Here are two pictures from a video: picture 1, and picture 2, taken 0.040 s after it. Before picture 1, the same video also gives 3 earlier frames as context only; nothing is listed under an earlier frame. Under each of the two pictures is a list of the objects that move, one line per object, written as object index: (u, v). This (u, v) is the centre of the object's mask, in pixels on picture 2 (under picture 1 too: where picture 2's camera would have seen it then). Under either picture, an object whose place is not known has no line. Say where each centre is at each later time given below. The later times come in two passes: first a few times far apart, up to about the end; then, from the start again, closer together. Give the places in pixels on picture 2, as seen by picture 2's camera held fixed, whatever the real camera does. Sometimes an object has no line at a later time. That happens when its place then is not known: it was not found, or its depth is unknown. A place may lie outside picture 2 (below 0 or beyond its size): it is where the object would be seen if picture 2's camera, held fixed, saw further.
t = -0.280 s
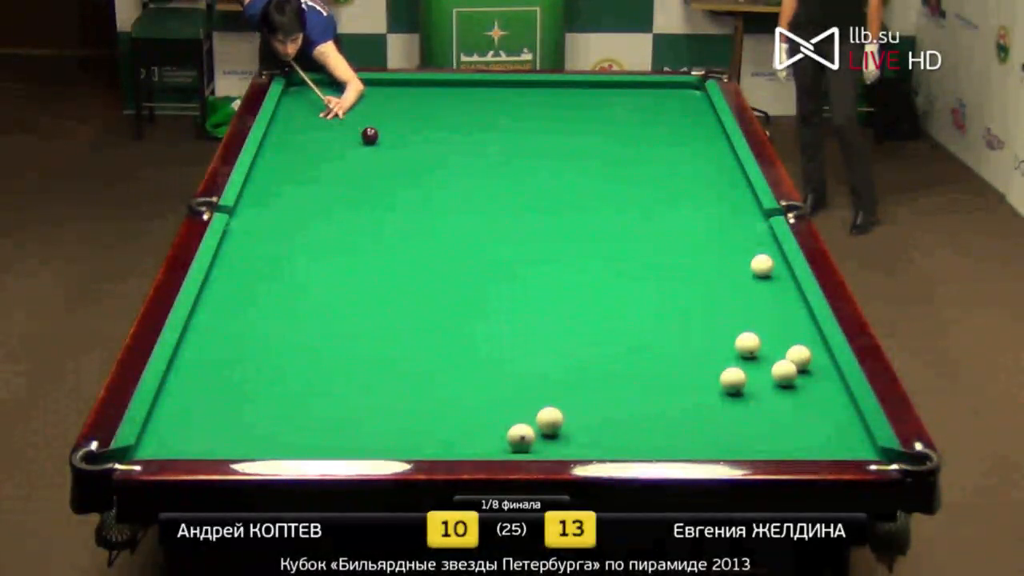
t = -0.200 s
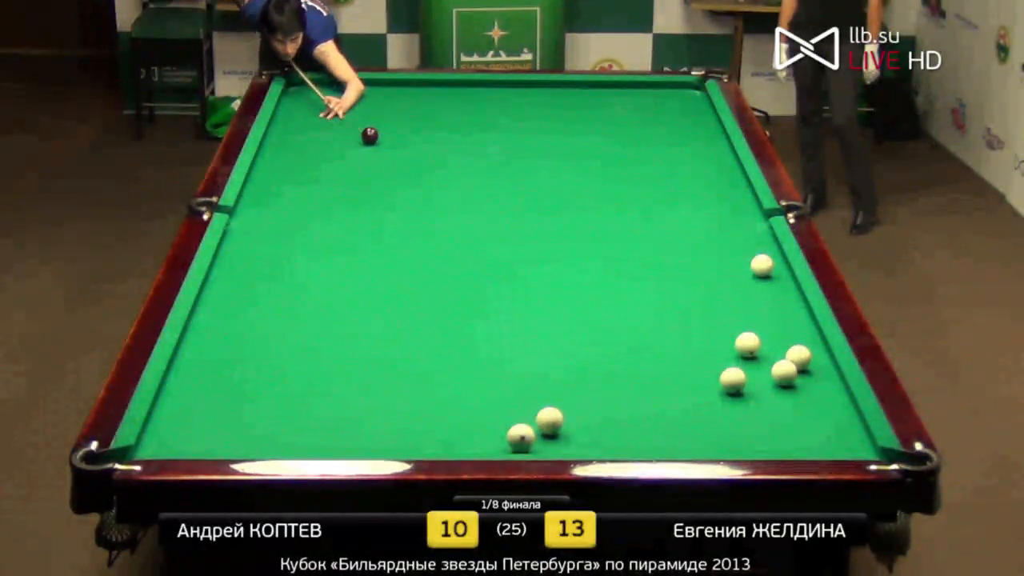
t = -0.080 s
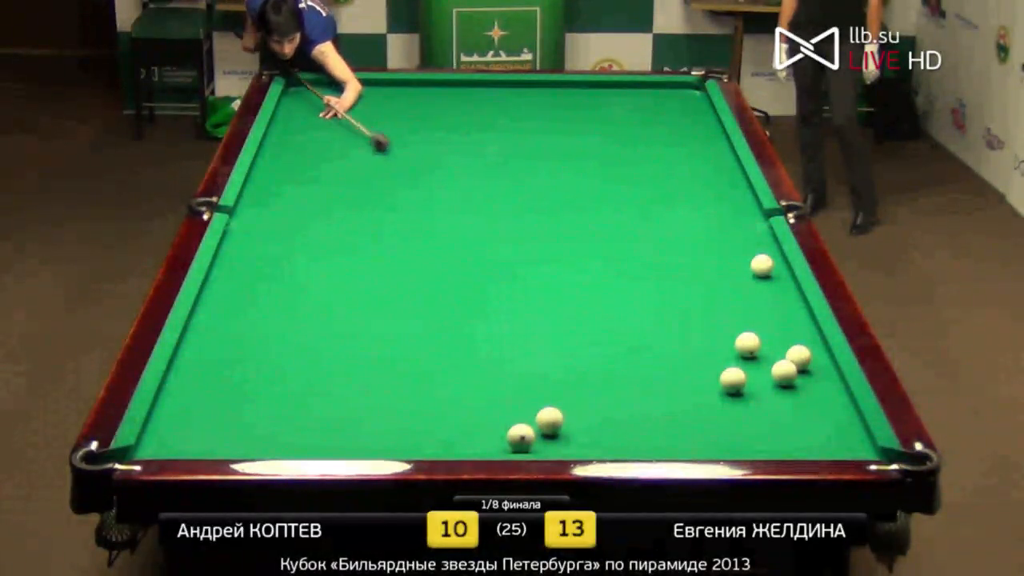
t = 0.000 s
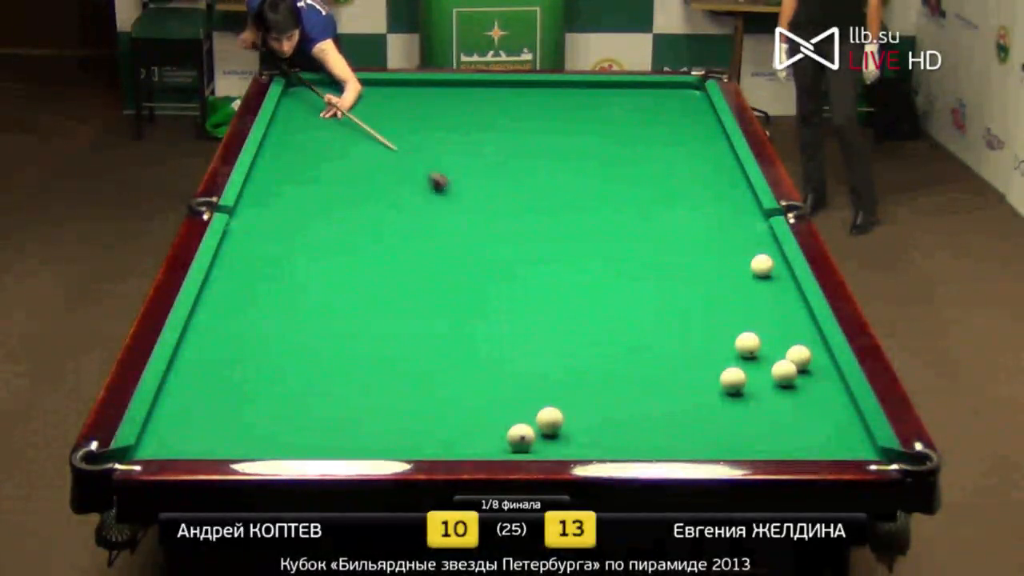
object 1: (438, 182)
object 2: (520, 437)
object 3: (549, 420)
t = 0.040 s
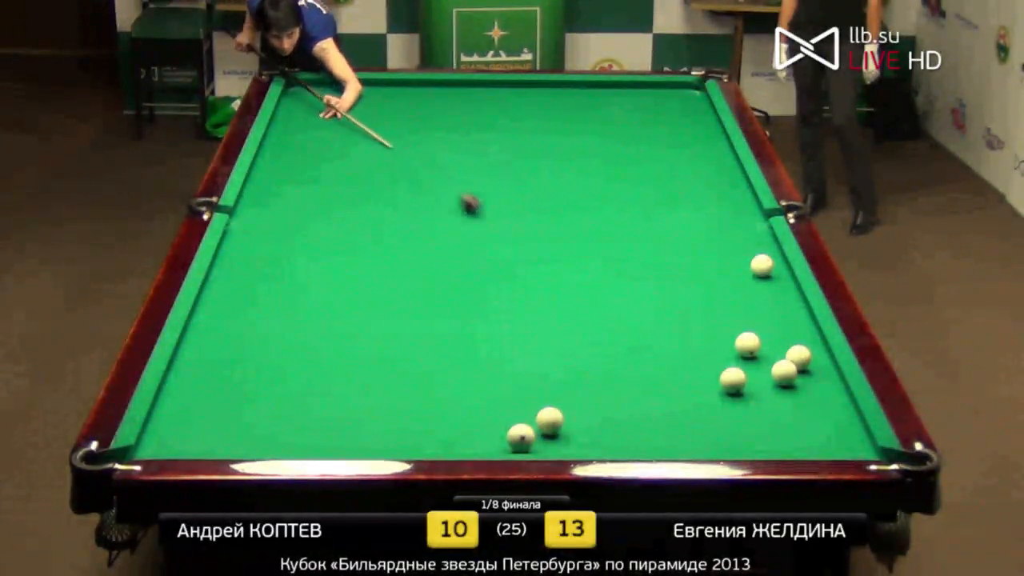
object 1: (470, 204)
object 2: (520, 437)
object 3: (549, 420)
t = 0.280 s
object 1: (708, 367)
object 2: (520, 437)
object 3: (549, 420)
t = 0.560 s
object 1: (676, 397)
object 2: (520, 437)
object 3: (549, 420)
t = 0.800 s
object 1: (645, 418)
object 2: (521, 437)
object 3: (549, 420)
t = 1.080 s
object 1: (606, 440)
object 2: (521, 437)
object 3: (549, 420)
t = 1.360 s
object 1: (570, 442)
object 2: (520, 437)
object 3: (549, 420)
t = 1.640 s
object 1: (544, 434)
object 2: (515, 438)
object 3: (551, 415)
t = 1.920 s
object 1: (531, 430)
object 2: (501, 438)
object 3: (550, 411)
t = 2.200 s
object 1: (521, 427)
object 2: (489, 439)
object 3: (550, 404)
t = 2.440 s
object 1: (514, 424)
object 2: (480, 439)
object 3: (551, 399)
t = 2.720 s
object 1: (507, 422)
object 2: (472, 439)
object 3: (551, 394)
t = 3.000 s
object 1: (501, 421)
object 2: (465, 439)
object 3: (550, 390)
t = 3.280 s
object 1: (498, 420)
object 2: (461, 438)
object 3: (548, 386)
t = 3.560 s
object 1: (497, 420)
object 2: (459, 438)
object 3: (547, 384)
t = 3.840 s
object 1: (497, 419)
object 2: (459, 438)
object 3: (546, 382)
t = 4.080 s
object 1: (497, 420)
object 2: (459, 438)
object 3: (546, 382)
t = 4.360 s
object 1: (496, 419)
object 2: (459, 438)
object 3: (547, 382)
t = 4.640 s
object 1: (497, 419)
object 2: (459, 438)
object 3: (547, 382)
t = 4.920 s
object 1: (497, 420)
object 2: (459, 438)
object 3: (547, 382)
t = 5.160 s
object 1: (497, 419)
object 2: (459, 438)
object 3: (547, 382)
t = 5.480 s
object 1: (497, 420)
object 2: (459, 438)
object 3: (547, 382)
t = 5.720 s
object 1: (497, 420)
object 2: (459, 438)
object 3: (547, 382)
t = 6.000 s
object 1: (497, 419)
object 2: (459, 438)
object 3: (547, 382)
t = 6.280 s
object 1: (496, 420)
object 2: (459, 438)
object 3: (547, 382)
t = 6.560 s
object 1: (496, 420)
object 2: (459, 438)
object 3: (547, 382)
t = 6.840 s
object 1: (497, 420)
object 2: (459, 438)
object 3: (547, 382)
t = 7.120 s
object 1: (497, 420)
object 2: (459, 438)
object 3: (547, 382)
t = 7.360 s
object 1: (496, 420)
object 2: (459, 438)
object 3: (547, 382)
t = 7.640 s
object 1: (496, 420)
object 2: (460, 438)
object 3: (547, 382)
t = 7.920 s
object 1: (497, 420)
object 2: (459, 438)
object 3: (547, 382)
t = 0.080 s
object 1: (503, 227)
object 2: (520, 437)
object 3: (549, 420)
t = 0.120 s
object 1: (539, 252)
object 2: (520, 437)
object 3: (549, 420)
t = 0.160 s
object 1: (577, 278)
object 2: (520, 437)
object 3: (549, 420)
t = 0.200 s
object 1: (618, 307)
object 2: (520, 437)
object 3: (549, 420)
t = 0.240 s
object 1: (662, 337)
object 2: (520, 437)
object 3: (549, 420)
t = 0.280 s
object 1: (708, 367)
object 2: (520, 437)
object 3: (549, 420)
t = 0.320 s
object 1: (709, 376)
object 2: (520, 437)
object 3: (549, 420)
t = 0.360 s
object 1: (702, 380)
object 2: (520, 437)
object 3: (549, 420)
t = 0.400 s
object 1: (697, 384)
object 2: (520, 437)
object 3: (549, 420)
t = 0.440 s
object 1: (692, 387)
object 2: (521, 437)
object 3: (550, 420)
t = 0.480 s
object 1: (686, 391)
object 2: (520, 437)
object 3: (549, 420)
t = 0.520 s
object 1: (681, 393)
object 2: (520, 437)
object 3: (549, 420)
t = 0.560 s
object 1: (676, 397)
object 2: (520, 437)
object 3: (549, 420)
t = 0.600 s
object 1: (671, 401)
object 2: (520, 437)
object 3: (549, 420)
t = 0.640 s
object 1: (666, 404)
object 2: (520, 437)
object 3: (549, 420)
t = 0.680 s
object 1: (660, 407)
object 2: (520, 437)
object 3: (549, 420)
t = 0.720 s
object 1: (655, 411)
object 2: (521, 437)
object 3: (549, 420)
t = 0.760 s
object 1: (650, 414)
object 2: (521, 437)
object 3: (549, 420)
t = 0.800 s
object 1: (645, 418)
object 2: (521, 437)
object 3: (549, 420)
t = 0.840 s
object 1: (639, 421)
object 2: (521, 437)
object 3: (549, 420)
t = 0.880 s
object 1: (634, 424)
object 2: (521, 437)
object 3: (549, 420)
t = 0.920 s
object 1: (628, 428)
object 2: (521, 437)
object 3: (549, 420)
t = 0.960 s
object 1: (623, 431)
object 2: (521, 437)
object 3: (549, 420)
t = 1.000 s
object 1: (618, 435)
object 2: (521, 437)
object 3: (549, 420)
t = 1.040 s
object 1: (612, 438)
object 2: (520, 437)
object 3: (549, 420)
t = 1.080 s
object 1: (606, 440)
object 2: (521, 437)
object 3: (549, 420)
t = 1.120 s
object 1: (601, 442)
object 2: (520, 437)
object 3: (549, 420)
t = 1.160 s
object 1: (596, 444)
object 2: (520, 437)
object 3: (549, 420)
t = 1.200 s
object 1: (590, 446)
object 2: (520, 437)
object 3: (549, 420)
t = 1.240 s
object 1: (584, 446)
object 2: (520, 437)
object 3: (549, 420)
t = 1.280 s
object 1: (579, 445)
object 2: (520, 437)
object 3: (549, 420)
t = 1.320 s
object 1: (574, 443)
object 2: (520, 437)
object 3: (549, 420)
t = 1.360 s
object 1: (570, 442)
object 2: (520, 437)
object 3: (549, 420)
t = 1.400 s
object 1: (565, 441)
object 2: (520, 437)
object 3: (549, 420)
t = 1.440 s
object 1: (560, 440)
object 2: (521, 437)
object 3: (549, 419)
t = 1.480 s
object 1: (555, 439)
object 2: (520, 437)
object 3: (549, 417)
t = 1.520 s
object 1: (550, 438)
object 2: (521, 437)
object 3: (549, 416)
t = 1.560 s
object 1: (548, 437)
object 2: (519, 437)
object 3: (550, 416)
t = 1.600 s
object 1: (546, 435)
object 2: (517, 438)
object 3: (550, 415)
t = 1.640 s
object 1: (544, 434)
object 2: (515, 438)
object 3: (551, 415)
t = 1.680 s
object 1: (541, 434)
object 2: (512, 438)
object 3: (551, 415)
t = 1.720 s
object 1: (539, 433)
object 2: (510, 438)
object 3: (551, 414)
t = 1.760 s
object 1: (538, 433)
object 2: (508, 438)
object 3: (551, 414)
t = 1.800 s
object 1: (536, 432)
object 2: (507, 438)
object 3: (551, 413)
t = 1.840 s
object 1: (534, 431)
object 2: (505, 438)
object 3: (550, 413)
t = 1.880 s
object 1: (533, 431)
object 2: (503, 438)
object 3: (550, 412)
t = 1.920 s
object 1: (531, 430)
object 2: (501, 438)
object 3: (550, 411)
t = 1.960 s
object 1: (530, 430)
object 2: (499, 438)
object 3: (550, 410)
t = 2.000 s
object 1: (528, 429)
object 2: (497, 438)
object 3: (550, 409)
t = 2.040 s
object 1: (527, 429)
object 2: (495, 439)
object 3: (550, 408)
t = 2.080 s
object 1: (525, 428)
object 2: (494, 438)
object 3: (550, 407)
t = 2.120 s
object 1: (524, 428)
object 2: (492, 439)
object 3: (550, 406)
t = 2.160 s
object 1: (522, 427)
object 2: (490, 439)
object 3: (550, 405)
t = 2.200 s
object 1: (521, 427)
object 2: (489, 439)
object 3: (550, 404)
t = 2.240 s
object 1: (520, 426)
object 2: (487, 439)
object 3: (550, 403)
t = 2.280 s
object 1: (519, 426)
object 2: (486, 439)
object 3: (551, 403)
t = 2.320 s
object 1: (517, 426)
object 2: (484, 439)
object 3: (551, 402)
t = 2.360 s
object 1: (516, 425)
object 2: (483, 439)
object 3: (551, 401)
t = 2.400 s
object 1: (515, 425)
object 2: (481, 439)
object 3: (551, 400)
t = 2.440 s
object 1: (514, 424)
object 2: (480, 439)
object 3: (551, 399)
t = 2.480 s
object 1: (513, 424)
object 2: (478, 439)
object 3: (551, 398)
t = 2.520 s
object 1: (512, 424)
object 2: (477, 439)
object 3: (551, 398)
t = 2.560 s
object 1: (511, 423)
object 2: (476, 439)
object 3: (551, 397)
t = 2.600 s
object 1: (510, 423)
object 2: (475, 439)
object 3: (551, 396)
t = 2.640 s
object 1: (509, 423)
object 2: (474, 439)
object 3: (551, 396)
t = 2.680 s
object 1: (508, 423)
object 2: (473, 439)
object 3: (551, 395)
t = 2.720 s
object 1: (507, 422)
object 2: (472, 439)
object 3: (551, 394)
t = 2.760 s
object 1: (506, 422)
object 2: (470, 439)
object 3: (550, 394)
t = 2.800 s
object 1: (505, 422)
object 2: (470, 439)
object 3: (550, 393)
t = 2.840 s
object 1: (504, 422)
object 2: (469, 438)
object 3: (550, 391)
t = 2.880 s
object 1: (504, 421)
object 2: (467, 439)
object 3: (550, 392)
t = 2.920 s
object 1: (503, 421)
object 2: (467, 439)
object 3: (550, 391)
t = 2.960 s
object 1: (502, 421)
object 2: (466, 439)
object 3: (550, 391)
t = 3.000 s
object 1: (501, 421)
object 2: (465, 439)
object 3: (550, 390)
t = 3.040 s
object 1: (501, 421)
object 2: (465, 438)
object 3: (549, 390)
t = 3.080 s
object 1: (500, 421)
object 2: (464, 438)
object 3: (549, 389)
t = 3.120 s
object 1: (500, 421)
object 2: (463, 439)
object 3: (549, 389)
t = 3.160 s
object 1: (499, 420)
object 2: (463, 438)
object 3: (549, 388)
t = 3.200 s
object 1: (499, 420)
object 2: (462, 438)
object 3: (548, 388)
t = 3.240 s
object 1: (498, 420)
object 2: (462, 438)
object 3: (548, 387)
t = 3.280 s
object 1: (498, 420)
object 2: (461, 438)
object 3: (548, 386)
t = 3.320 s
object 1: (498, 420)
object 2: (461, 438)
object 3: (548, 386)
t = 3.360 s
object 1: (498, 420)
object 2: (461, 438)
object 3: (548, 386)
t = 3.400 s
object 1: (497, 420)
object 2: (460, 438)
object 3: (548, 385)
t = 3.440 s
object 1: (497, 420)
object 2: (460, 438)
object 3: (548, 385)
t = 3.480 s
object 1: (497, 420)
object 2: (460, 438)
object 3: (547, 385)
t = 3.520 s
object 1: (497, 420)
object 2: (460, 438)
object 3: (547, 384)
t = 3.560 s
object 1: (497, 420)
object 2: (459, 438)
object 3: (547, 384)
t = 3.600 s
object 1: (496, 419)
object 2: (459, 438)
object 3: (547, 384)
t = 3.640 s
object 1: (496, 419)
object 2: (459, 438)
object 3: (547, 384)
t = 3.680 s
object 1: (497, 419)
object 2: (459, 438)
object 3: (547, 383)
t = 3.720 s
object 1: (496, 419)
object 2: (459, 438)
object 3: (547, 383)
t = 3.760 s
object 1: (497, 419)
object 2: (459, 438)
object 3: (546, 383)
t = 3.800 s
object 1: (496, 419)
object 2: (459, 438)
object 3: (546, 383)
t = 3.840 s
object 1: (497, 419)
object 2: (459, 438)
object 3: (546, 382)
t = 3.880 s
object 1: (496, 419)
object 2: (459, 438)
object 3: (546, 382)
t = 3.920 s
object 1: (497, 420)
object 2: (459, 438)
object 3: (546, 382)
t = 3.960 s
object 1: (497, 419)
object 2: (459, 438)
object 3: (546, 383)
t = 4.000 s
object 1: (497, 420)
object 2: (459, 438)
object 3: (546, 382)
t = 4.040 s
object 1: (497, 419)
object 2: (459, 438)
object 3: (546, 382)
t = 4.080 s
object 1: (497, 420)
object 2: (459, 438)
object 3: (546, 382)
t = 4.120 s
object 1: (497, 420)
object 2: (459, 438)
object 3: (546, 382)
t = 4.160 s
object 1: (497, 419)
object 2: (459, 438)
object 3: (546, 382)
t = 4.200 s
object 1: (497, 419)
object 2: (459, 438)
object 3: (547, 382)
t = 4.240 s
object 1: (497, 419)
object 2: (459, 438)
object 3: (547, 382)
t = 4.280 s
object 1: (497, 419)
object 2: (459, 438)
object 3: (547, 382)
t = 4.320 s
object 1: (497, 419)
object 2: (459, 438)
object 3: (547, 382)
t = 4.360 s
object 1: (496, 419)
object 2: (459, 438)
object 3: (547, 382)
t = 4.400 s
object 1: (497, 419)
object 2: (459, 438)
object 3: (547, 382)
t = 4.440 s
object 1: (497, 420)
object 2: (459, 438)
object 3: (547, 382)
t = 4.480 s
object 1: (497, 419)
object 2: (459, 438)
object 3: (547, 382)
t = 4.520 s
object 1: (497, 420)
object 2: (459, 438)
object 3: (547, 382)
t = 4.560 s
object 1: (497, 420)
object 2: (459, 438)
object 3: (547, 382)
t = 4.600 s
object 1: (497, 420)
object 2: (459, 438)
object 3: (547, 382)
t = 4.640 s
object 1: (497, 419)
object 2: (459, 438)
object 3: (547, 382)
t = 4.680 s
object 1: (497, 419)
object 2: (459, 438)
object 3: (547, 382)
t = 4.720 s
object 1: (497, 420)
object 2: (459, 438)
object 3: (547, 382)
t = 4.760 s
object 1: (497, 419)
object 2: (459, 438)
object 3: (547, 382)
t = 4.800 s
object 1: (497, 419)
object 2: (459, 438)
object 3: (547, 382)
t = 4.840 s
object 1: (497, 420)
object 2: (459, 438)
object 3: (547, 382)
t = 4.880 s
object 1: (497, 419)
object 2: (459, 438)
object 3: (547, 382)
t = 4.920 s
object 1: (497, 420)
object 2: (459, 438)
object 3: (547, 382)
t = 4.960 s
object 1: (497, 420)
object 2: (459, 438)
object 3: (547, 382)
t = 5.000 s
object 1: (497, 419)
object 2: (459, 438)
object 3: (547, 382)
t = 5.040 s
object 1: (497, 420)
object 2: (459, 438)
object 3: (547, 382)
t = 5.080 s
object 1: (497, 420)
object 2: (459, 438)
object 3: (547, 382)
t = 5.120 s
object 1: (497, 419)
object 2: (459, 438)
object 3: (547, 382)
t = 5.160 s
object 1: (497, 419)
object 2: (459, 438)
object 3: (547, 382)
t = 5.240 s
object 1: (497, 420)
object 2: (460, 438)
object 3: (547, 382)
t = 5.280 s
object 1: (497, 420)
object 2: (459, 438)
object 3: (547, 382)
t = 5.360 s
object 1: (497, 420)
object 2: (459, 438)
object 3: (547, 382)
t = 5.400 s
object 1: (496, 420)
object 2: (459, 438)
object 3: (547, 382)
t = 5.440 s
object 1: (497, 420)
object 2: (459, 438)
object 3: (547, 382)
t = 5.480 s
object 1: (497, 420)
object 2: (459, 438)
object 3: (547, 382)
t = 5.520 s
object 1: (497, 420)
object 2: (459, 438)
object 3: (547, 382)
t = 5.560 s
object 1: (497, 420)
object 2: (459, 438)
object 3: (547, 382)
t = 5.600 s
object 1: (497, 420)
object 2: (459, 438)
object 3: (547, 382)
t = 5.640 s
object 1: (497, 419)
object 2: (459, 438)
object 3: (547, 382)
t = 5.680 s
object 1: (497, 420)
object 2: (459, 438)
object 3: (547, 382)
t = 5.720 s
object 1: (497, 420)
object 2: (459, 438)
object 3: (547, 382)
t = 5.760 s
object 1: (497, 419)
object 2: (459, 438)
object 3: (547, 382)
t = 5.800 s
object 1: (496, 419)
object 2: (459, 438)
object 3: (547, 382)
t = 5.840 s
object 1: (496, 419)
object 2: (459, 438)
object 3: (547, 382)
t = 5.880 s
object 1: (497, 419)
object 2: (459, 438)
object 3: (547, 382)
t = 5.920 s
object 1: (496, 420)
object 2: (459, 438)
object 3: (547, 382)
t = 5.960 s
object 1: (497, 419)
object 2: (459, 438)
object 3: (547, 382)
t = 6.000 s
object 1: (497, 419)
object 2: (459, 438)
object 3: (547, 382)
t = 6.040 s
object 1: (496, 420)
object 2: (459, 438)
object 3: (547, 382)
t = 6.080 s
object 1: (496, 420)
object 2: (459, 438)
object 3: (547, 382)
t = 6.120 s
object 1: (496, 420)
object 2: (459, 438)
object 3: (547, 382)
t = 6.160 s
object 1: (497, 419)
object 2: (459, 438)
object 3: (547, 382)
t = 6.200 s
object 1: (497, 419)
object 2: (459, 438)
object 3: (547, 382)
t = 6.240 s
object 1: (496, 420)
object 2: (459, 438)
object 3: (547, 382)
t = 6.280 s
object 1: (496, 420)
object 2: (459, 438)
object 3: (547, 382)
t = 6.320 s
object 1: (497, 419)
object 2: (459, 438)
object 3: (547, 382)
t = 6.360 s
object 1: (497, 419)
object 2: (459, 438)
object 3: (547, 382)
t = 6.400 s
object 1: (496, 420)
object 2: (459, 438)
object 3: (547, 382)
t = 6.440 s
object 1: (497, 419)
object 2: (459, 438)
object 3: (547, 382)
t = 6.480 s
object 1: (496, 420)
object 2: (459, 438)
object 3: (547, 382)
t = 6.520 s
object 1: (497, 419)
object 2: (459, 438)
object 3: (547, 382)
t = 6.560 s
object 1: (496, 420)
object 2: (459, 438)
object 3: (547, 382)
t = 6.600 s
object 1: (497, 420)
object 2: (459, 438)
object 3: (547, 382)
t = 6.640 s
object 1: (496, 420)
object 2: (459, 438)
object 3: (547, 382)
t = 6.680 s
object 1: (497, 420)
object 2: (459, 438)
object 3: (547, 382)
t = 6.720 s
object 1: (497, 420)
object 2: (459, 438)
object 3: (547, 382)
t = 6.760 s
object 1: (497, 420)
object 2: (459, 438)
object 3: (547, 382)
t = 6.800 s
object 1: (496, 420)
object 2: (459, 438)
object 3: (547, 382)
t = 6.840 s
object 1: (497, 420)
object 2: (459, 438)
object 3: (547, 382)
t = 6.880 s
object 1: (497, 420)
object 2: (459, 438)
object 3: (547, 382)
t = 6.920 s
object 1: (496, 420)
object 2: (459, 438)
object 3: (547, 382)
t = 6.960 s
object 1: (496, 420)
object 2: (459, 438)
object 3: (547, 382)
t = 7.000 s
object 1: (497, 420)
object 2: (459, 438)
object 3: (547, 382)
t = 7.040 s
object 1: (497, 420)
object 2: (459, 438)
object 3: (547, 382)
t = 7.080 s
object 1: (496, 420)
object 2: (459, 438)
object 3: (547, 382)
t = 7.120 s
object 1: (497, 420)
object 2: (459, 438)
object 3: (547, 382)
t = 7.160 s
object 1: (497, 420)
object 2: (459, 438)
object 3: (547, 382)
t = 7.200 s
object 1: (497, 420)
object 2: (459, 438)
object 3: (547, 382)
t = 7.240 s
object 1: (497, 420)
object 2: (459, 438)
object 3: (547, 382)
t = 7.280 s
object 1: (497, 420)
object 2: (459, 438)
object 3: (547, 382)
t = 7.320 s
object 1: (497, 420)
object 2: (459, 438)
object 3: (547, 382)
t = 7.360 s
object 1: (496, 420)
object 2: (459, 438)
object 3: (547, 382)
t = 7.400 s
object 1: (496, 420)
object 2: (459, 438)
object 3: (547, 382)
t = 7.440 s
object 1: (496, 420)
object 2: (459, 438)
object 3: (547, 382)
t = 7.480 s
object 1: (497, 419)
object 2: (459, 438)
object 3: (547, 382)
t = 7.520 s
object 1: (496, 420)
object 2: (459, 438)
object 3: (547, 382)
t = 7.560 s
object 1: (497, 419)
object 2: (459, 438)
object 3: (547, 382)
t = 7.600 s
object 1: (496, 419)
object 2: (459, 438)
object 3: (547, 382)
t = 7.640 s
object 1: (496, 420)
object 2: (460, 438)
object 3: (547, 382)
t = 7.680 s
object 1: (496, 419)
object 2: (459, 438)
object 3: (547, 382)
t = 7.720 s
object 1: (497, 419)
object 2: (459, 438)
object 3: (547, 382)
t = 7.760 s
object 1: (497, 419)
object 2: (459, 438)
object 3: (547, 382)
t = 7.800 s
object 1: (496, 419)
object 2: (459, 438)
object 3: (547, 382)
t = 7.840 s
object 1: (497, 419)
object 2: (459, 438)
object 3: (547, 382)
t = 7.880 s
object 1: (497, 420)
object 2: (459, 438)
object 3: (547, 382)
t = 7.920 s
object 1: (497, 420)
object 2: (459, 438)
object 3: (547, 382)
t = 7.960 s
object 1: (497, 419)
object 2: (459, 438)
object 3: (547, 382)
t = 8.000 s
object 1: (496, 419)
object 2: (459, 438)
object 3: (547, 382)
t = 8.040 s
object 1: (497, 419)
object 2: (460, 438)
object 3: (547, 382)
